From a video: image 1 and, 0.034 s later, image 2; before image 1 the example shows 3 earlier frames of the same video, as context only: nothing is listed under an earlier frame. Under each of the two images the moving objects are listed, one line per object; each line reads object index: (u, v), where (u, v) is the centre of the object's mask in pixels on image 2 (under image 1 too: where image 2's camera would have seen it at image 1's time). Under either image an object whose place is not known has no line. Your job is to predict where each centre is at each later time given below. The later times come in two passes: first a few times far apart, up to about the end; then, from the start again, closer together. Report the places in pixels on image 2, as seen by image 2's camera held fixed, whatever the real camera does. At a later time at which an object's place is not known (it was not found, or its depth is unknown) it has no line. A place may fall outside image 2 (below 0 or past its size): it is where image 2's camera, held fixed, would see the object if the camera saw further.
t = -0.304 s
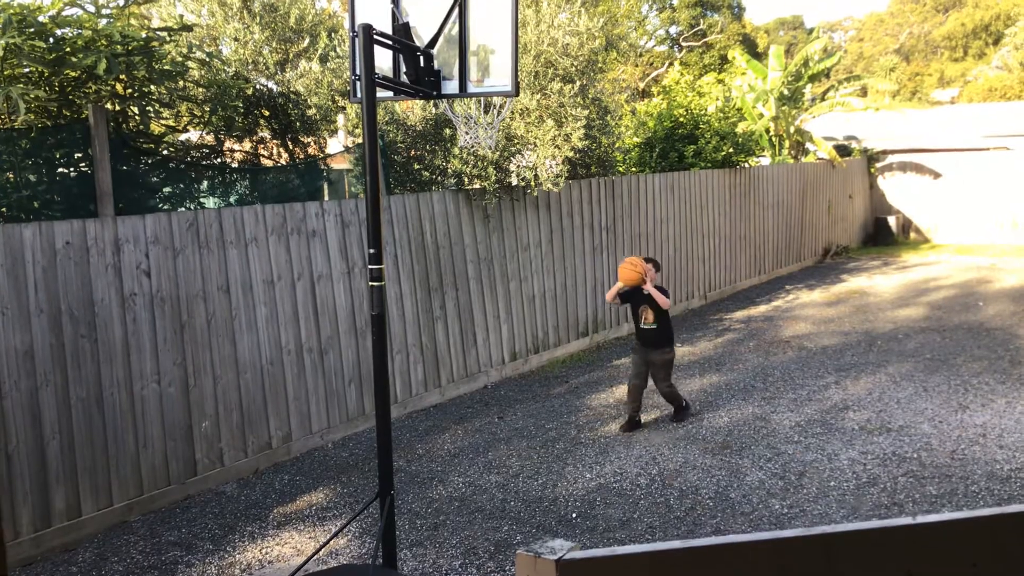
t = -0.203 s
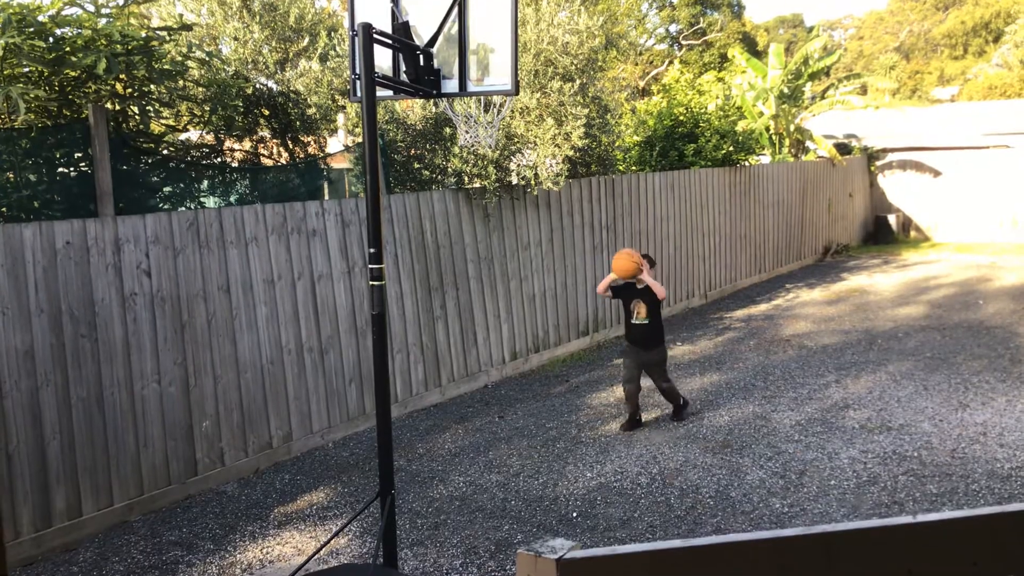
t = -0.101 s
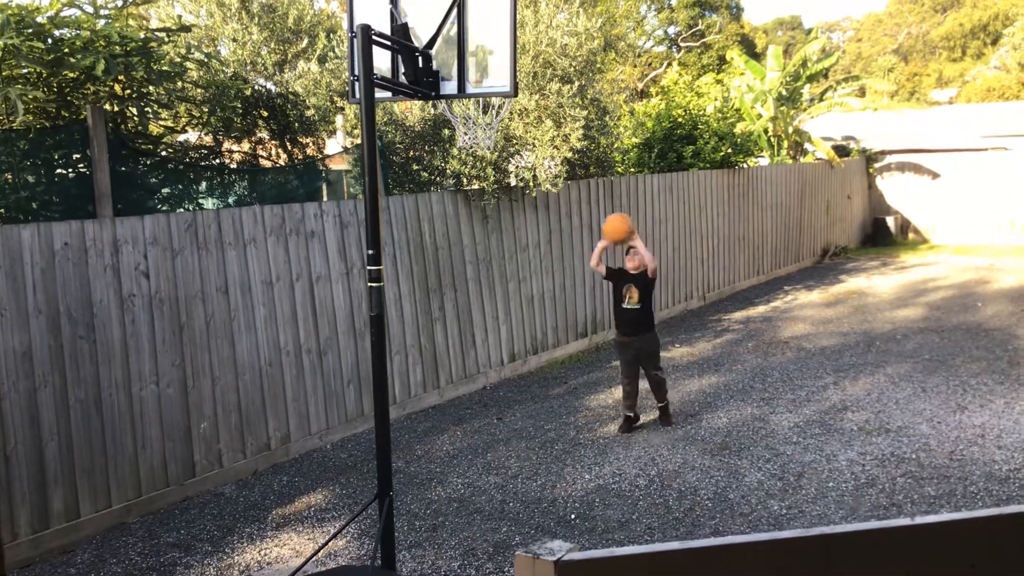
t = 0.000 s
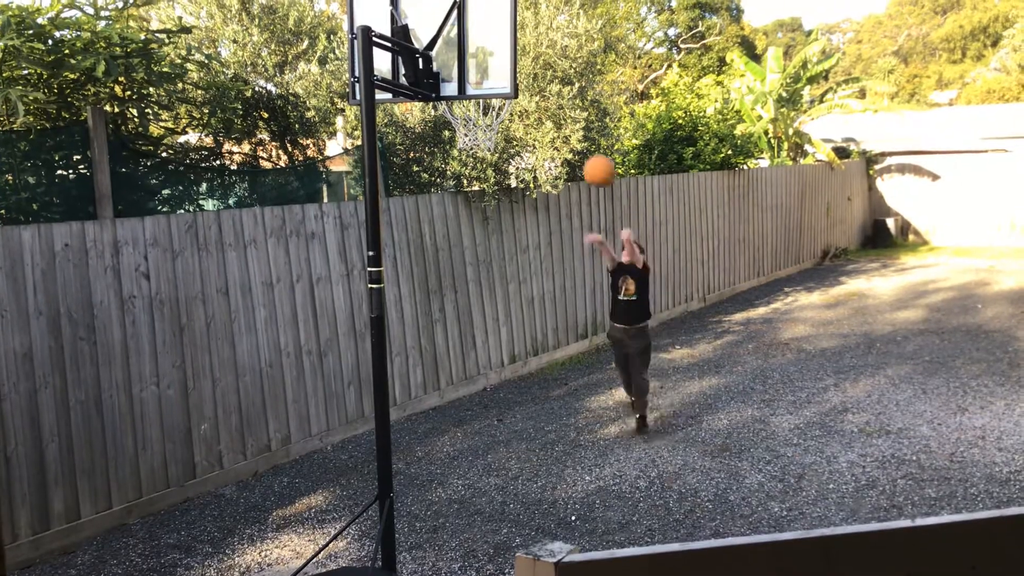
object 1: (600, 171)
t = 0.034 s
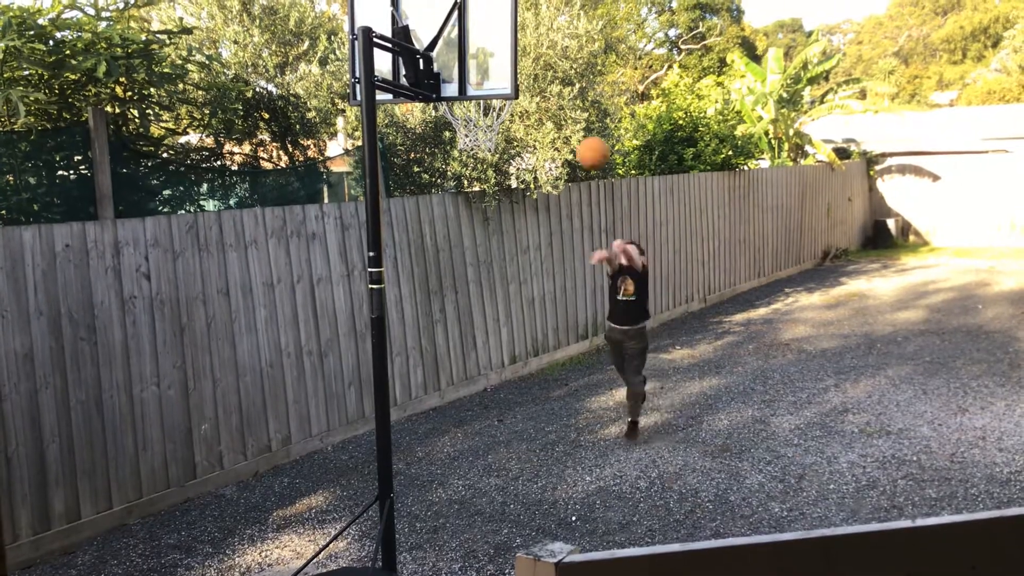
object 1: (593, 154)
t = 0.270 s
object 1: (536, 54)
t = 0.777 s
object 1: (490, 120)
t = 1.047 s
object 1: (482, 136)
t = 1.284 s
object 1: (454, 222)
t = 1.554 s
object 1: (429, 445)
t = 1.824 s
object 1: (419, 448)
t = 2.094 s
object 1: (451, 375)
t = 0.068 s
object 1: (585, 136)
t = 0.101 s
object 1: (578, 120)
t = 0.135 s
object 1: (570, 104)
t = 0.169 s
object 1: (562, 90)
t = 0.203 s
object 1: (553, 77)
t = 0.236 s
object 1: (545, 65)
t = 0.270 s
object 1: (536, 54)
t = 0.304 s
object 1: (530, 46)
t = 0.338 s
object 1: (526, 39)
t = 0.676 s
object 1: (476, 71)
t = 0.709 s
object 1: (476, 81)
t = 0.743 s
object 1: (483, 110)
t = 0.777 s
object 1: (490, 120)
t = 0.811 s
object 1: (495, 126)
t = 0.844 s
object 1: (495, 126)
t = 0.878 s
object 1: (494, 125)
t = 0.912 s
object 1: (492, 125)
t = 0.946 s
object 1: (491, 126)
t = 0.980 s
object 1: (488, 129)
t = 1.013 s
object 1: (486, 131)
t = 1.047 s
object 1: (482, 136)
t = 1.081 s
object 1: (478, 141)
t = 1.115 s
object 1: (475, 149)
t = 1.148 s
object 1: (471, 155)
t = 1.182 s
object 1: (468, 163)
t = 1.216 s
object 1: (461, 189)
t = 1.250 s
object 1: (457, 205)
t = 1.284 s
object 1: (454, 222)
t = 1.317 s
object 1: (450, 243)
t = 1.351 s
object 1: (447, 265)
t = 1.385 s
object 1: (444, 290)
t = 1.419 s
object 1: (441, 316)
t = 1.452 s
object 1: (437, 346)
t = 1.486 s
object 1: (435, 376)
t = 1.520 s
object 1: (432, 409)
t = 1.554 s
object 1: (429, 445)
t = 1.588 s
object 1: (427, 481)
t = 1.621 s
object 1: (424, 522)
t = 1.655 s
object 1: (423, 561)
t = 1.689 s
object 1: (419, 534)
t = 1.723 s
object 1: (418, 509)
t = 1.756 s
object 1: (418, 487)
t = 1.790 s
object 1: (416, 465)
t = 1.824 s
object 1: (419, 448)
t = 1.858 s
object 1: (423, 432)
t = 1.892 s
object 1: (426, 419)
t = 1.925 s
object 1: (430, 408)
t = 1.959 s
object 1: (434, 396)
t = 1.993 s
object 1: (438, 387)
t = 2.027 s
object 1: (443, 381)
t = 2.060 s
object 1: (447, 377)
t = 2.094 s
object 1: (451, 375)
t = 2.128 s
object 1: (454, 376)
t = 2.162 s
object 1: (459, 378)
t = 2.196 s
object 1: (463, 381)
